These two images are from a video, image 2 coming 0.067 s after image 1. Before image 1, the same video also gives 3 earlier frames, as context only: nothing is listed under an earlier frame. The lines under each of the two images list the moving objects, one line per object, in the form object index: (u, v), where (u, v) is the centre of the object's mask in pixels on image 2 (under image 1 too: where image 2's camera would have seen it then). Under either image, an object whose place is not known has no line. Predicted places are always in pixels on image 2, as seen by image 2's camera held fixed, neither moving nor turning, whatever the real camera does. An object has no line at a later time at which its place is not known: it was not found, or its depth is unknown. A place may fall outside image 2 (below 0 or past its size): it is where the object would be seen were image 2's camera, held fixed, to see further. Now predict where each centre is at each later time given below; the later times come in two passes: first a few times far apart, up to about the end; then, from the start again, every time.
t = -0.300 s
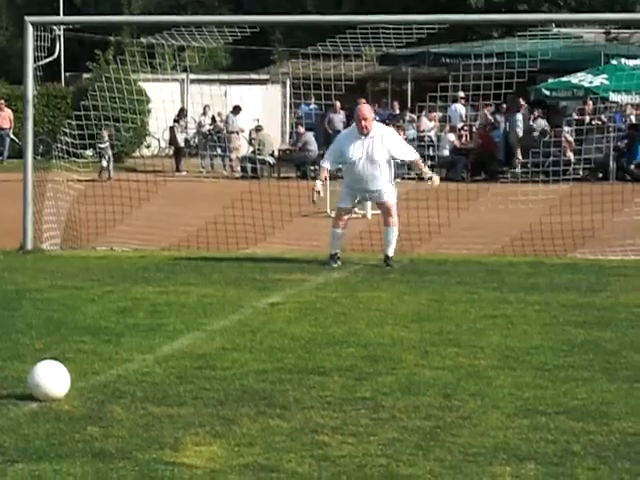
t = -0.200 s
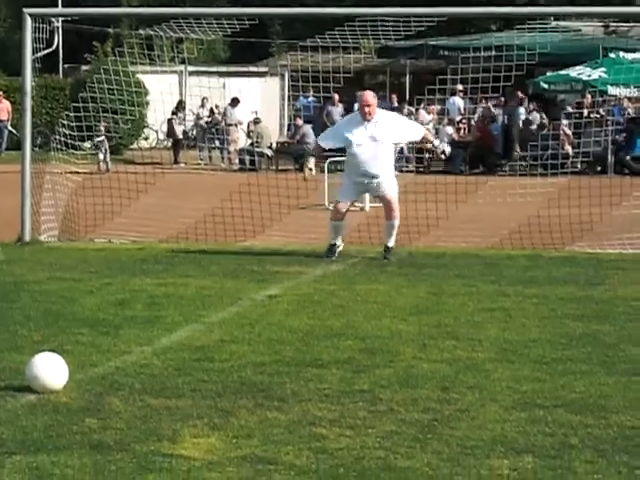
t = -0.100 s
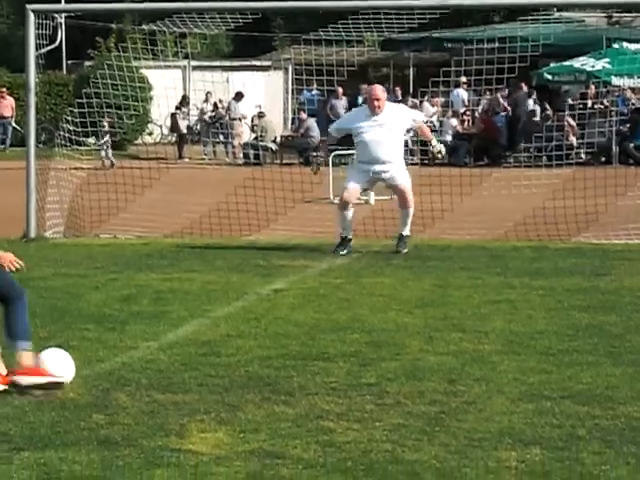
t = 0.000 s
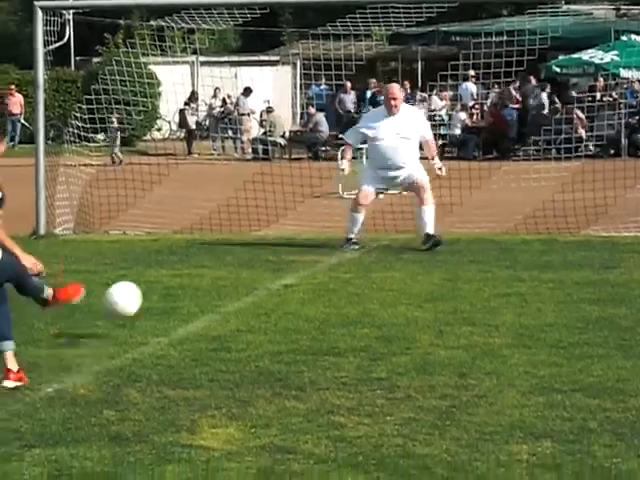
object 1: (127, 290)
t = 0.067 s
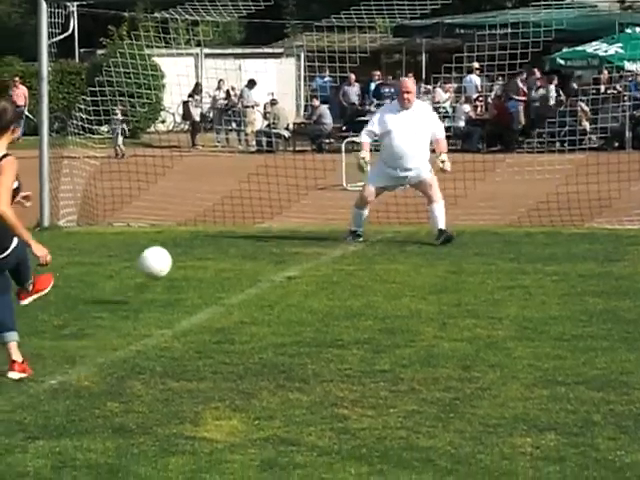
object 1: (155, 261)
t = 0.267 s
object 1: (193, 237)
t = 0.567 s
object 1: (194, 207)
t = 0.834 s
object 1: (189, 198)
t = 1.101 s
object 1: (183, 216)
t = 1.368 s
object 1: (179, 216)
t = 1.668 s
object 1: (172, 219)
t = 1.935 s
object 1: (164, 218)
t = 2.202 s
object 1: (156, 220)
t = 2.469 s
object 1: (150, 223)
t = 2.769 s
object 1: (144, 224)
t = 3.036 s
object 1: (140, 225)
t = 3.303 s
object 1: (137, 226)
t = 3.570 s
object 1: (135, 226)
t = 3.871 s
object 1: (133, 226)
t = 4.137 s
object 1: (131, 226)
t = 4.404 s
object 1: (131, 227)
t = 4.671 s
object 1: (131, 226)
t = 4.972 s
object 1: (131, 227)
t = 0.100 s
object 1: (165, 252)
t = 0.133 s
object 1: (174, 244)
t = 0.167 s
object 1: (180, 240)
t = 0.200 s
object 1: (186, 237)
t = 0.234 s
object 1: (190, 236)
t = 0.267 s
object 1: (193, 237)
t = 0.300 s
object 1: (194, 239)
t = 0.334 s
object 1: (196, 231)
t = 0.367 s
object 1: (197, 222)
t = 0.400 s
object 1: (197, 215)
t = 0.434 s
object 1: (197, 211)
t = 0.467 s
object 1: (196, 207)
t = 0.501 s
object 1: (195, 206)
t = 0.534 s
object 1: (195, 206)
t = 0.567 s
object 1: (194, 207)
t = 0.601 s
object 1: (193, 209)
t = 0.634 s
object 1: (193, 210)
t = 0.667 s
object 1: (193, 210)
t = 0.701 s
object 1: (193, 208)
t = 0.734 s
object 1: (193, 205)
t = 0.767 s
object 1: (192, 202)
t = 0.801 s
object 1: (191, 199)
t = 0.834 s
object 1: (189, 198)
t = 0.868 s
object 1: (189, 197)
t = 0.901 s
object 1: (188, 198)
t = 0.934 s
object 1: (187, 199)
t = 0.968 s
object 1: (186, 202)
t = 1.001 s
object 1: (185, 205)
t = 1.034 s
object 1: (184, 210)
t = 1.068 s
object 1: (183, 216)
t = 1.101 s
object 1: (183, 216)
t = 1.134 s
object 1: (182, 213)
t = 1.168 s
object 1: (182, 211)
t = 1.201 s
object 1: (181, 209)
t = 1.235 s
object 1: (181, 209)
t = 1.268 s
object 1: (180, 209)
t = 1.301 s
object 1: (180, 210)
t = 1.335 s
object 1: (180, 213)
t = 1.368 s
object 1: (179, 216)
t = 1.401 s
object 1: (179, 218)
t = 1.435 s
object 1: (178, 217)
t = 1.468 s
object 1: (177, 216)
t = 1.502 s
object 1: (175, 216)
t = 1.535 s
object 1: (174, 216)
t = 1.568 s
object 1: (173, 218)
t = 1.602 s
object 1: (172, 219)
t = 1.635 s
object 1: (172, 220)
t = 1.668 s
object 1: (172, 219)
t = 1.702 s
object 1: (170, 219)
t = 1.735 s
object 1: (169, 219)
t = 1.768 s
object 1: (168, 219)
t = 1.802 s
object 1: (167, 219)
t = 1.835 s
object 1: (167, 219)
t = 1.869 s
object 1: (166, 219)
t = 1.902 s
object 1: (165, 218)
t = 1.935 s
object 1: (164, 218)
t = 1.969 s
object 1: (163, 219)
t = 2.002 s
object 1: (162, 219)
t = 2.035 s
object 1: (161, 220)
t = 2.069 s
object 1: (160, 220)
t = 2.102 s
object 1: (159, 220)
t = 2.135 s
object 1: (158, 220)
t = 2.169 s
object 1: (157, 220)
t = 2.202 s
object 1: (156, 220)
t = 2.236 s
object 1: (156, 220)
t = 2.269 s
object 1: (155, 220)
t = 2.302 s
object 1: (154, 221)
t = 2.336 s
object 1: (152, 222)
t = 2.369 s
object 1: (152, 222)
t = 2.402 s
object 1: (151, 222)
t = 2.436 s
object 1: (151, 223)
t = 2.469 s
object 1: (150, 223)
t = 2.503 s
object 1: (149, 223)
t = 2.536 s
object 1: (148, 223)
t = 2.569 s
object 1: (147, 224)
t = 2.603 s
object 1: (147, 224)
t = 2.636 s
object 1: (146, 224)
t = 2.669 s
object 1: (145, 224)
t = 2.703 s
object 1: (145, 224)
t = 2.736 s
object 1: (144, 224)
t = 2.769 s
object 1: (144, 224)
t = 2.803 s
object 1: (143, 224)
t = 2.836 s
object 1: (143, 224)
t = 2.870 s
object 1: (142, 225)
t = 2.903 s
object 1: (141, 225)
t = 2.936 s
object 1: (141, 225)
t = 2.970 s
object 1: (141, 225)
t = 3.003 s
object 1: (140, 225)
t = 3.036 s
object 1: (140, 225)
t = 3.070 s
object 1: (140, 225)
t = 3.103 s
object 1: (139, 225)
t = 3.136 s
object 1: (139, 225)
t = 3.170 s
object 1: (139, 225)
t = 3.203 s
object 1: (138, 225)
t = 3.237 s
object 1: (138, 226)
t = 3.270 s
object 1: (137, 225)
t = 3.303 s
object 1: (137, 226)
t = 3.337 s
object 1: (137, 226)
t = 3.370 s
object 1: (137, 226)
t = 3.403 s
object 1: (137, 226)
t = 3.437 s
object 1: (136, 226)
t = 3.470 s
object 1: (136, 226)
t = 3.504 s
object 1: (136, 226)
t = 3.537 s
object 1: (136, 226)
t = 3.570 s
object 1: (135, 226)
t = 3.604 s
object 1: (135, 226)
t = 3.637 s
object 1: (135, 226)
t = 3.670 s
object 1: (135, 226)
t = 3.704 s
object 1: (135, 226)
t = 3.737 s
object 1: (134, 226)
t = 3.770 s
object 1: (134, 226)
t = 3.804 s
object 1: (134, 226)
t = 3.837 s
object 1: (133, 226)
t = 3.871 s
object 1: (133, 226)
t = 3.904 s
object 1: (133, 226)
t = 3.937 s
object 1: (132, 226)
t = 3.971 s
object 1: (132, 227)
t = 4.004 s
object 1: (132, 227)
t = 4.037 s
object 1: (131, 227)
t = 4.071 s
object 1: (131, 227)
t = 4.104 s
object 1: (131, 226)
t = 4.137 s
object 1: (131, 226)
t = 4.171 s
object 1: (131, 227)
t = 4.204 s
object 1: (131, 227)
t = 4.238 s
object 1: (131, 227)
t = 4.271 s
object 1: (131, 227)
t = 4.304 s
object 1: (131, 227)
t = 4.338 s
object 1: (131, 226)
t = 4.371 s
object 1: (131, 227)
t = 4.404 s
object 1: (131, 227)
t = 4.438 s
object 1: (131, 227)
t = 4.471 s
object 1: (131, 226)
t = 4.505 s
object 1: (131, 226)
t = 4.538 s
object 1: (131, 226)
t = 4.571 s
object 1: (131, 226)
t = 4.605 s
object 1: (131, 226)
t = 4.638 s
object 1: (131, 226)
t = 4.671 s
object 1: (131, 226)
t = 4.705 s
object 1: (131, 227)
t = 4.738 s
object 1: (131, 226)
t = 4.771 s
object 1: (131, 226)
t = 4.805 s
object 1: (131, 226)
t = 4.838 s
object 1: (131, 227)
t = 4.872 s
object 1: (131, 227)
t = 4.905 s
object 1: (131, 226)
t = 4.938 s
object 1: (131, 227)
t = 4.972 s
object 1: (131, 227)
